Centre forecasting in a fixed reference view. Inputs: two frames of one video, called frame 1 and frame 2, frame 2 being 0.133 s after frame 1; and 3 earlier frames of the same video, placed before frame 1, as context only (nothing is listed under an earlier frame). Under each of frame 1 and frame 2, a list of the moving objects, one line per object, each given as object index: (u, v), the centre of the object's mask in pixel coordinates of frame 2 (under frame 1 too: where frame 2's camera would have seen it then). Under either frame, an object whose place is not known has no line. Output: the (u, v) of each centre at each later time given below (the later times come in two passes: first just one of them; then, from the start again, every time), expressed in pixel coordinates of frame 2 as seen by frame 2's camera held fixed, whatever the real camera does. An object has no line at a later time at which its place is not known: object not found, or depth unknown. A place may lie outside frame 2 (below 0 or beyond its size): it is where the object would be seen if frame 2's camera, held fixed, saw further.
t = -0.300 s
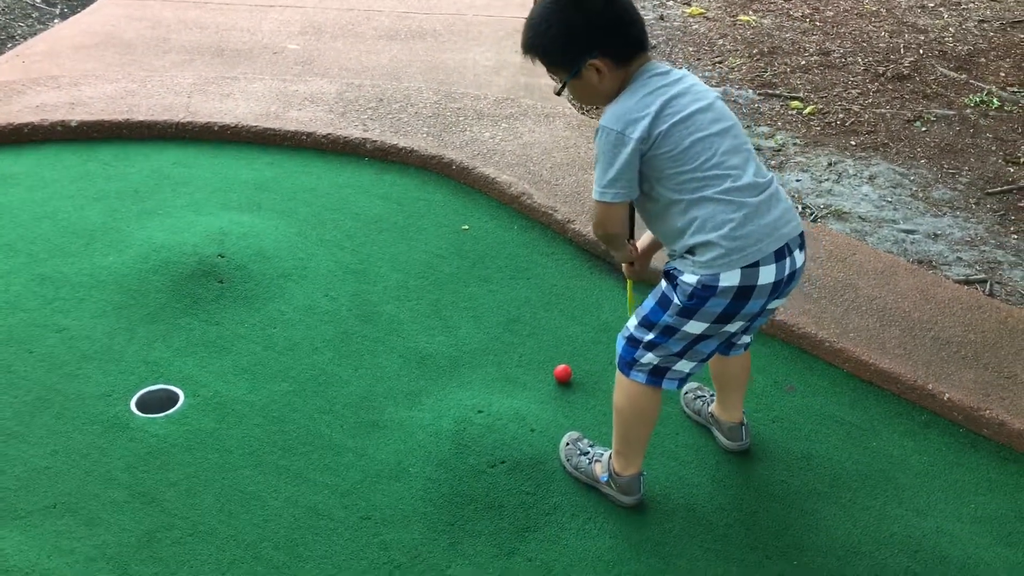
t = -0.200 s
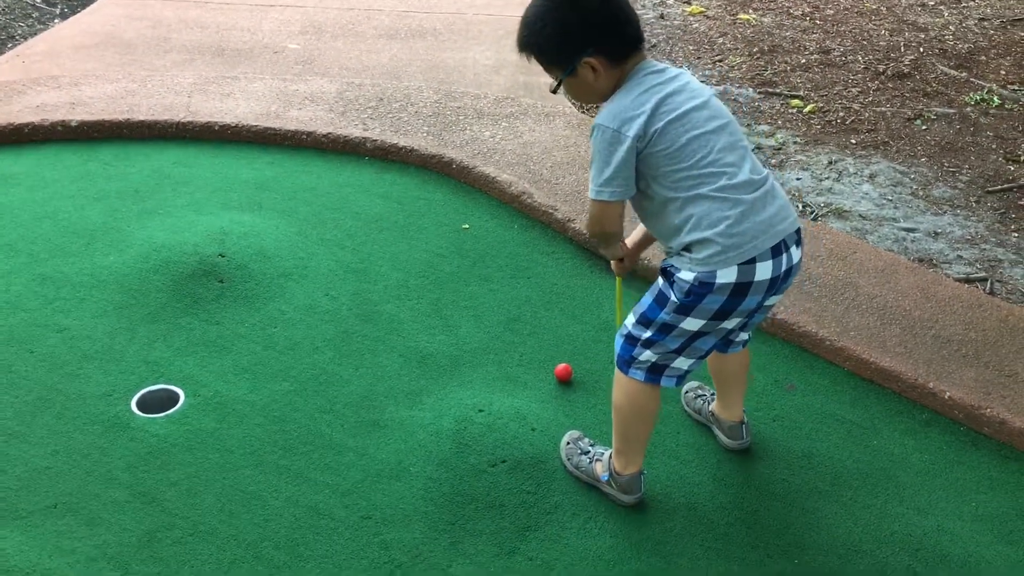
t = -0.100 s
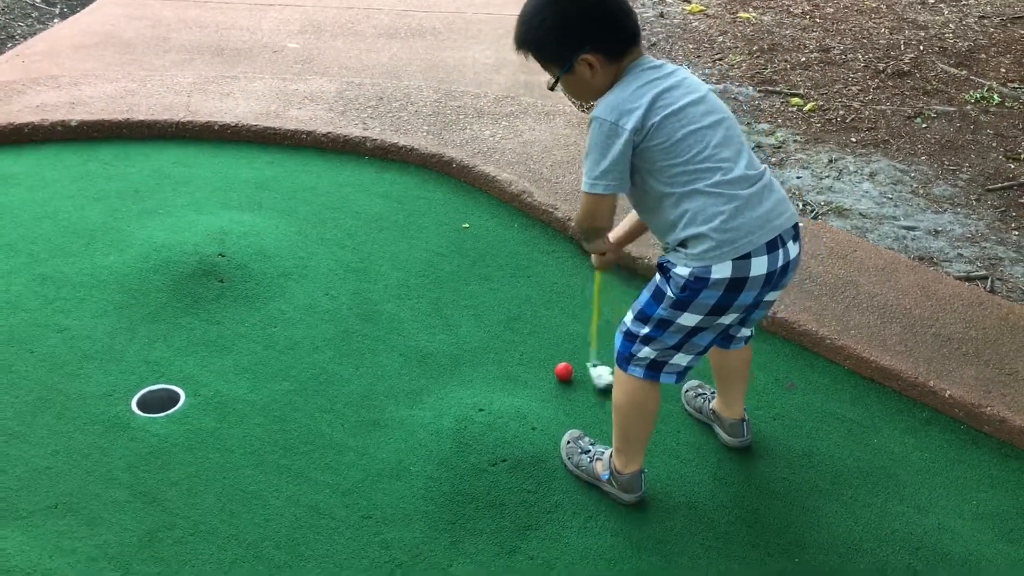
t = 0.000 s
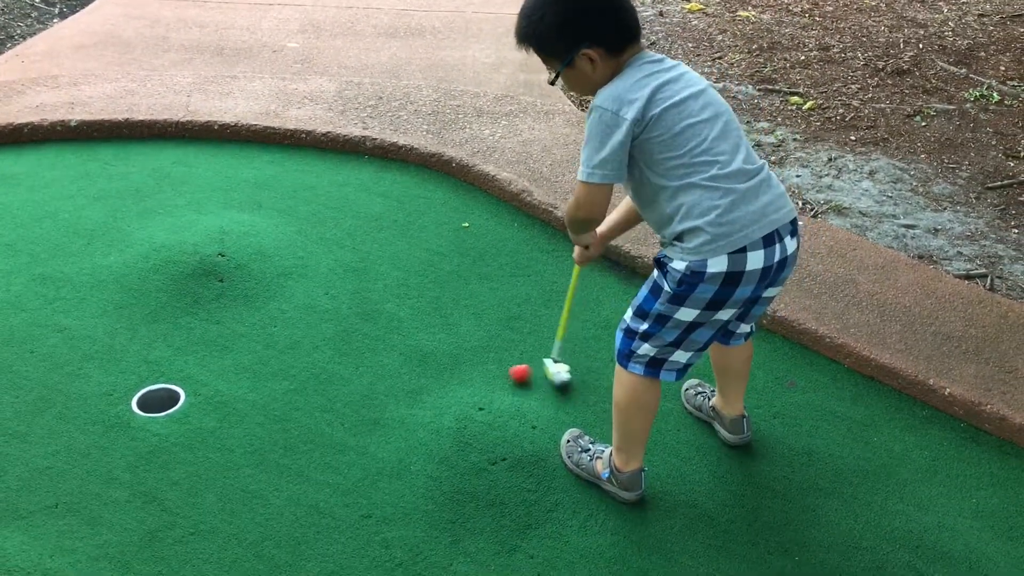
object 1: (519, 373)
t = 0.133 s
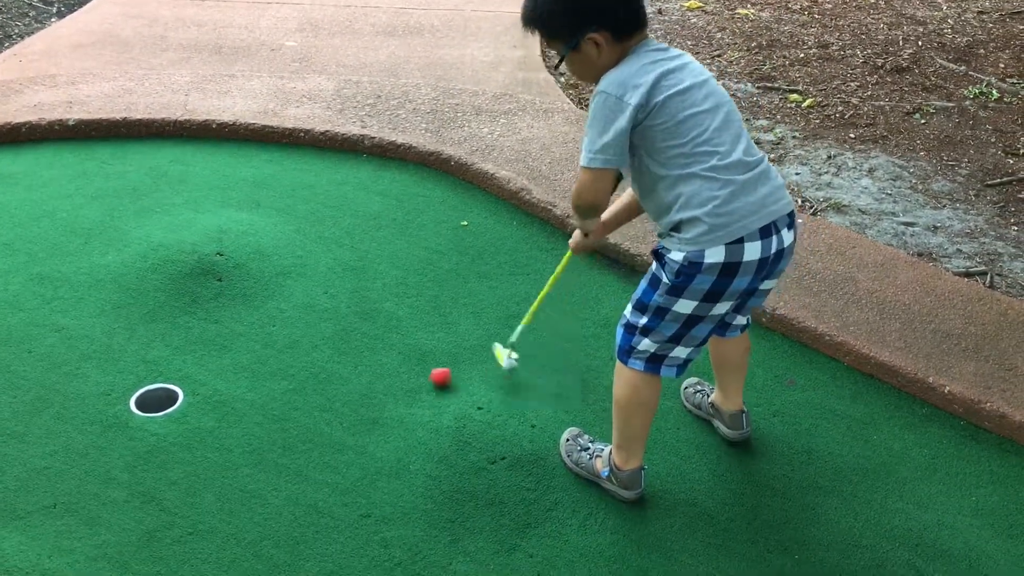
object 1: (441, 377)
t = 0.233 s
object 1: (388, 380)
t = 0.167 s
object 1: (423, 378)
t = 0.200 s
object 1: (405, 379)
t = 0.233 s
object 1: (388, 380)
